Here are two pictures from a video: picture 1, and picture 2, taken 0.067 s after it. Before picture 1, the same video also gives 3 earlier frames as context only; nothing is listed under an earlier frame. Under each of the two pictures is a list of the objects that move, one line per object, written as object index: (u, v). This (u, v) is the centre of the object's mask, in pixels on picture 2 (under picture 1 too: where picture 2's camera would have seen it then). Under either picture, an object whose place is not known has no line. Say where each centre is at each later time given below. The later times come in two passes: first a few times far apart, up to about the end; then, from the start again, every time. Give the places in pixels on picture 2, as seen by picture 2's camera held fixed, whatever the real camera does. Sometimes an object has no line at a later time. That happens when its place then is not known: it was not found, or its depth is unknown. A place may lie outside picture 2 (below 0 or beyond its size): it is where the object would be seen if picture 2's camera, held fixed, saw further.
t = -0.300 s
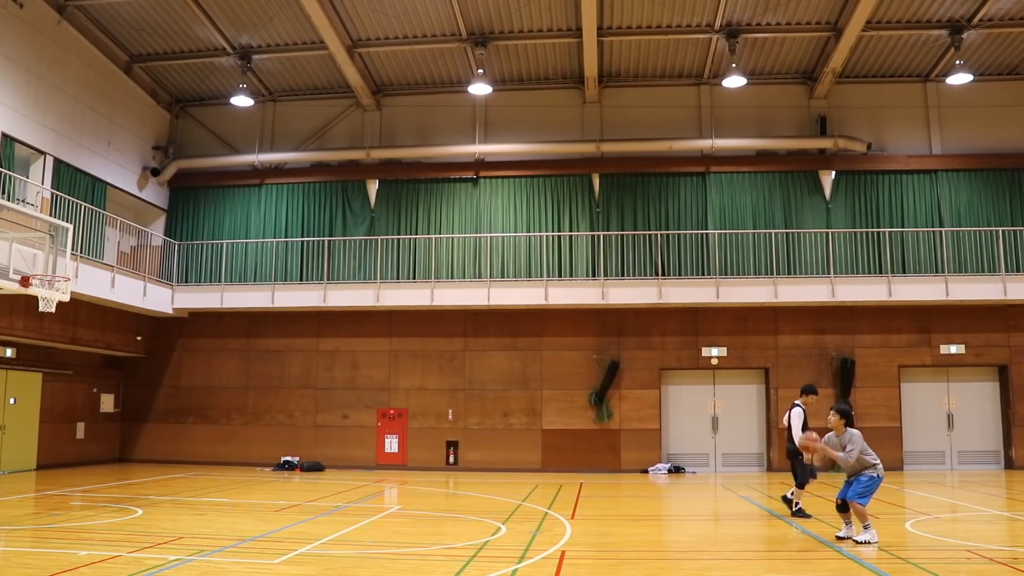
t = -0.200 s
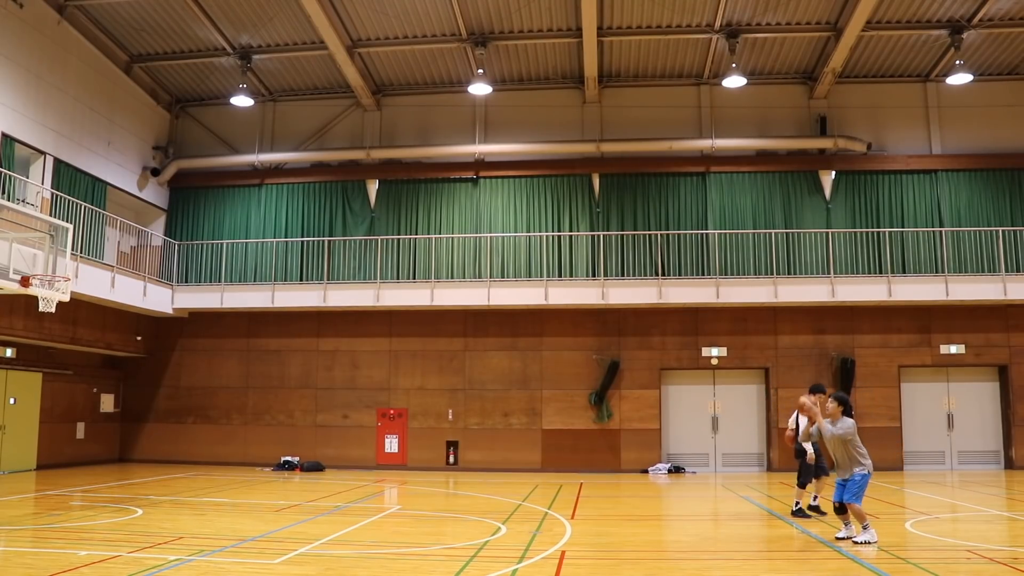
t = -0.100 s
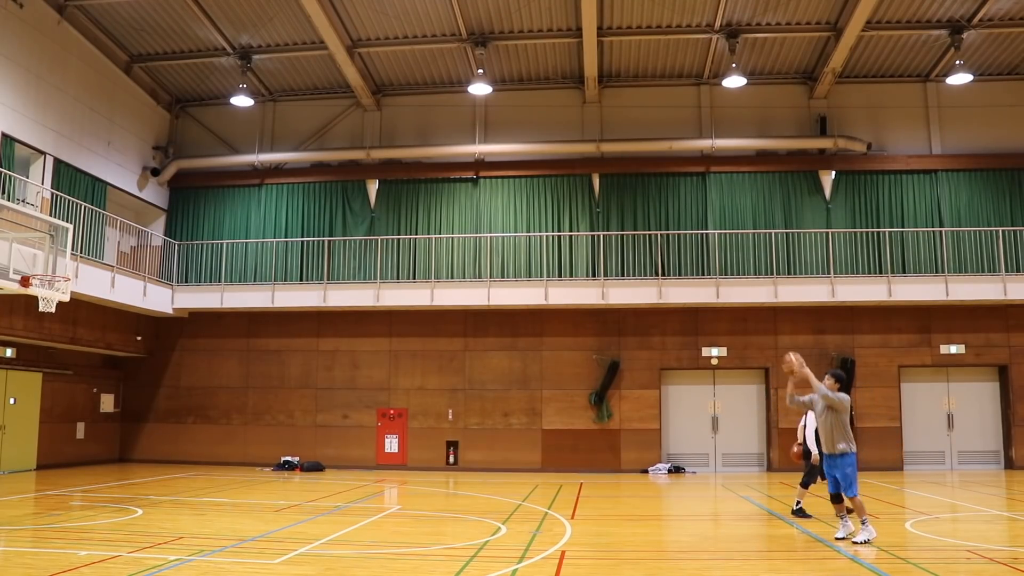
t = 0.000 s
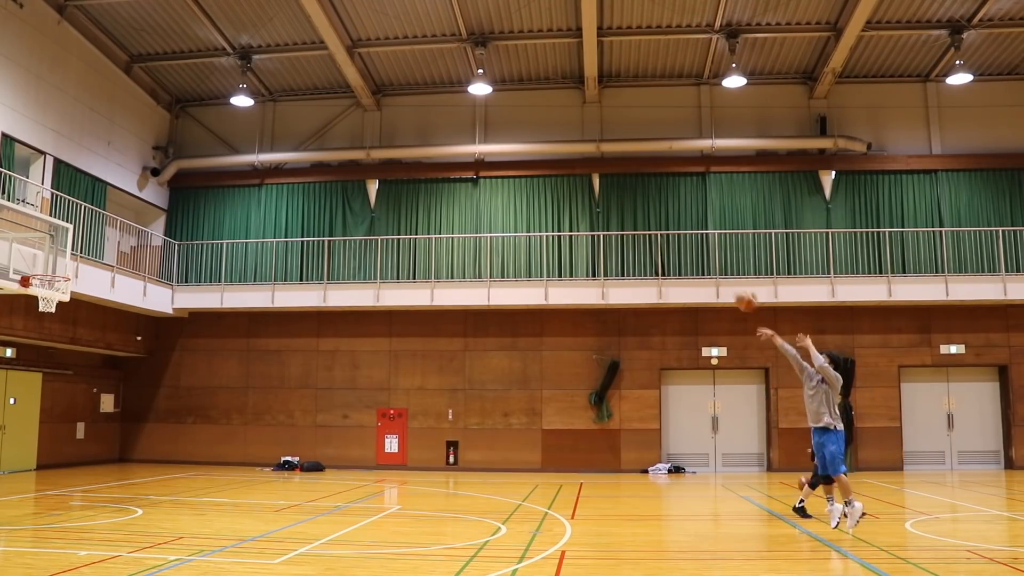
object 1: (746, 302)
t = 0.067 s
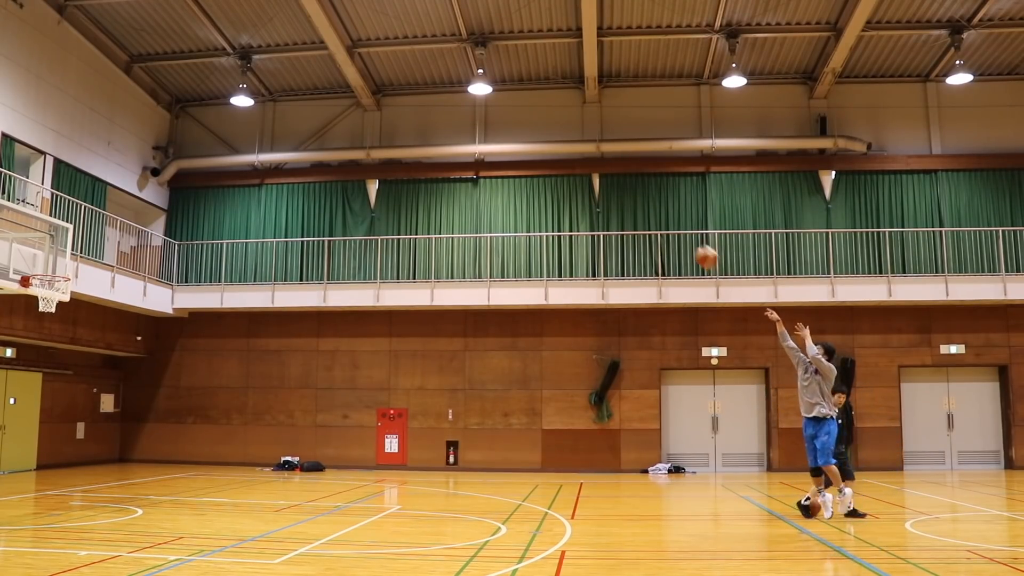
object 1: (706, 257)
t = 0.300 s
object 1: (580, 147)
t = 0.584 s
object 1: (440, 83)
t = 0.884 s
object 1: (309, 85)
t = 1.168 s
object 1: (190, 146)
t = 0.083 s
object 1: (697, 247)
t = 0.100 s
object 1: (688, 238)
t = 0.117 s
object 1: (678, 228)
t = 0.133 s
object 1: (669, 219)
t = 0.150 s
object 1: (660, 211)
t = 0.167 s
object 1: (650, 202)
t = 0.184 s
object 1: (641, 195)
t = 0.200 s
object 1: (632, 188)
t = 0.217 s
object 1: (623, 180)
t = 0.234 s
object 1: (615, 173)
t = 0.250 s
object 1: (605, 166)
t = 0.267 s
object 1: (596, 160)
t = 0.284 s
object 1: (589, 154)
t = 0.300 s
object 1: (580, 147)
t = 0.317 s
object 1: (570, 140)
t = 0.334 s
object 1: (562, 135)
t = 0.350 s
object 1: (553, 130)
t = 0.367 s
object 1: (544, 125)
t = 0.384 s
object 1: (537, 121)
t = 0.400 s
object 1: (527, 116)
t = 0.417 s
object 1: (520, 112)
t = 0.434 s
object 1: (512, 108)
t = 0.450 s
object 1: (504, 104)
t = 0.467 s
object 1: (496, 101)
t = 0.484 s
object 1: (489, 100)
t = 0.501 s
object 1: (479, 97)
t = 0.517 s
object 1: (470, 92)
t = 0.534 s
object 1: (463, 89)
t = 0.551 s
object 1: (455, 86)
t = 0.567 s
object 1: (448, 85)
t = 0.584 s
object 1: (440, 83)
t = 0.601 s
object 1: (433, 81)
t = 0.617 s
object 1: (425, 80)
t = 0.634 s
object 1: (418, 79)
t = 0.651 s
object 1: (410, 78)
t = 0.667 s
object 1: (402, 77)
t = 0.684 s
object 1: (394, 77)
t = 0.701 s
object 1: (386, 76)
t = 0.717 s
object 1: (381, 76)
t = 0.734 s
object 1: (373, 76)
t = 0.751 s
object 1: (366, 76)
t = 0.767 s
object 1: (359, 76)
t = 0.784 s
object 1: (352, 77)
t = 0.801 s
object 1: (343, 78)
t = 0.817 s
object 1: (337, 79)
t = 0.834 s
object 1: (330, 80)
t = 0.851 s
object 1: (322, 82)
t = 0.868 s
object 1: (316, 83)
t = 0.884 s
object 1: (309, 85)
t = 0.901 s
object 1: (301, 87)
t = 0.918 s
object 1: (294, 89)
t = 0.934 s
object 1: (287, 92)
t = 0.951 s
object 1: (280, 94)
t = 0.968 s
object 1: (273, 97)
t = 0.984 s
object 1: (267, 100)
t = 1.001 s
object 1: (260, 104)
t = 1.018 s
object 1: (253, 108)
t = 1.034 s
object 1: (246, 112)
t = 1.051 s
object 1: (238, 115)
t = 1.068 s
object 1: (231, 118)
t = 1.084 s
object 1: (225, 122)
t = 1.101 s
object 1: (218, 127)
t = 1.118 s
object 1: (211, 132)
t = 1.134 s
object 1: (204, 136)
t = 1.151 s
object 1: (197, 141)
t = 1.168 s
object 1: (190, 146)
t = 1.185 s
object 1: (184, 151)
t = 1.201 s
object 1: (177, 156)
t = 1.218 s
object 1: (170, 161)
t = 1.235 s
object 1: (164, 168)
